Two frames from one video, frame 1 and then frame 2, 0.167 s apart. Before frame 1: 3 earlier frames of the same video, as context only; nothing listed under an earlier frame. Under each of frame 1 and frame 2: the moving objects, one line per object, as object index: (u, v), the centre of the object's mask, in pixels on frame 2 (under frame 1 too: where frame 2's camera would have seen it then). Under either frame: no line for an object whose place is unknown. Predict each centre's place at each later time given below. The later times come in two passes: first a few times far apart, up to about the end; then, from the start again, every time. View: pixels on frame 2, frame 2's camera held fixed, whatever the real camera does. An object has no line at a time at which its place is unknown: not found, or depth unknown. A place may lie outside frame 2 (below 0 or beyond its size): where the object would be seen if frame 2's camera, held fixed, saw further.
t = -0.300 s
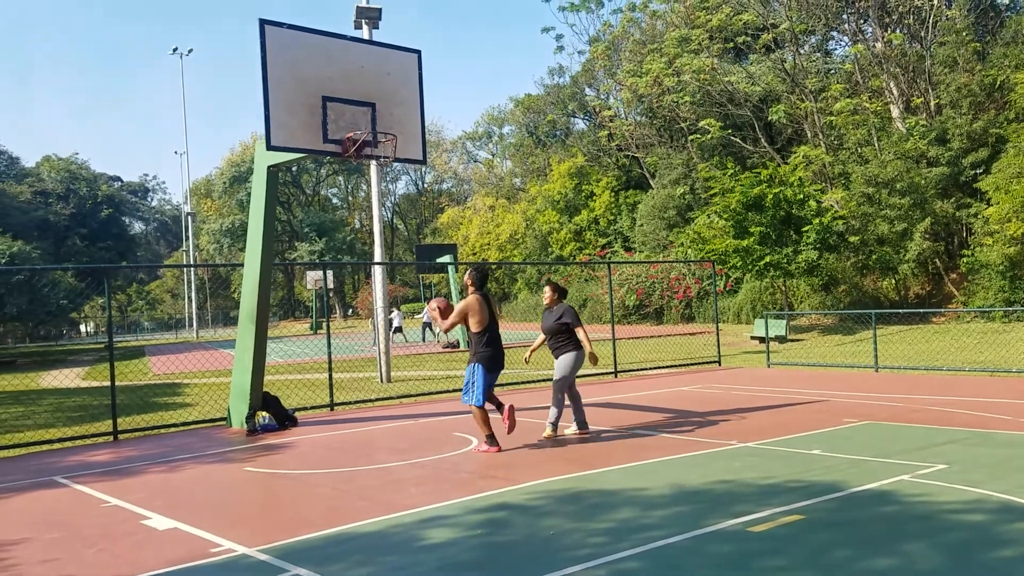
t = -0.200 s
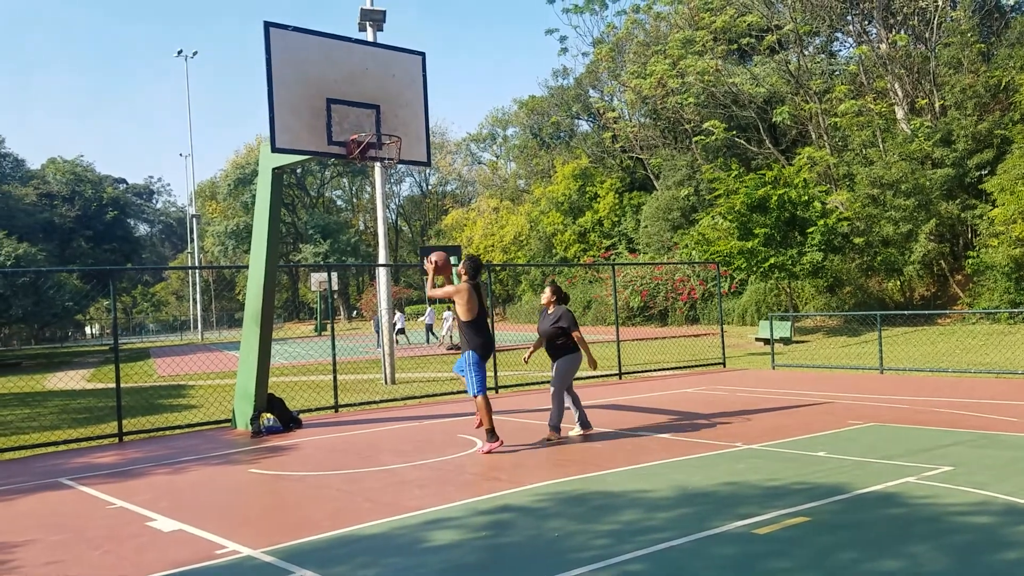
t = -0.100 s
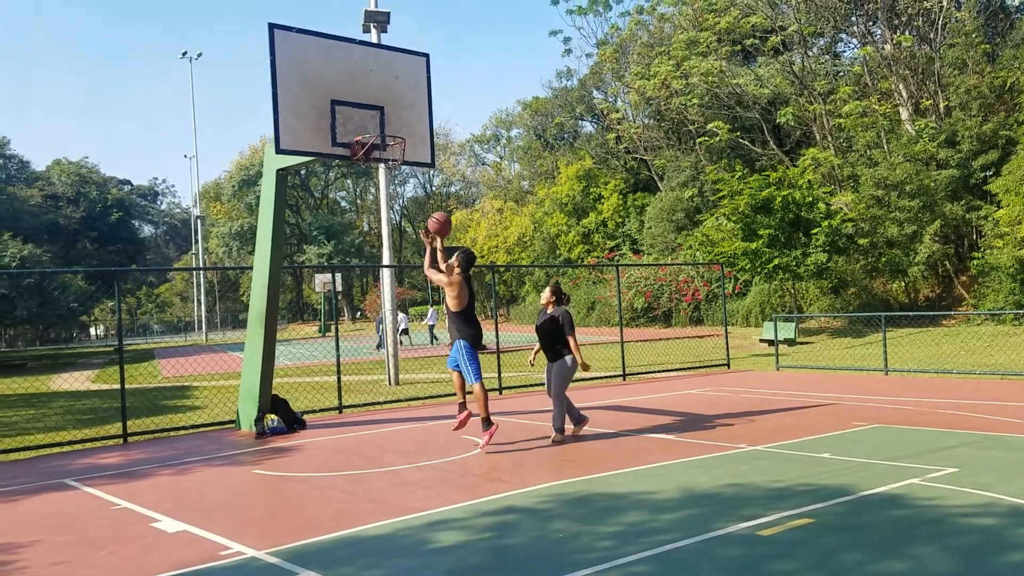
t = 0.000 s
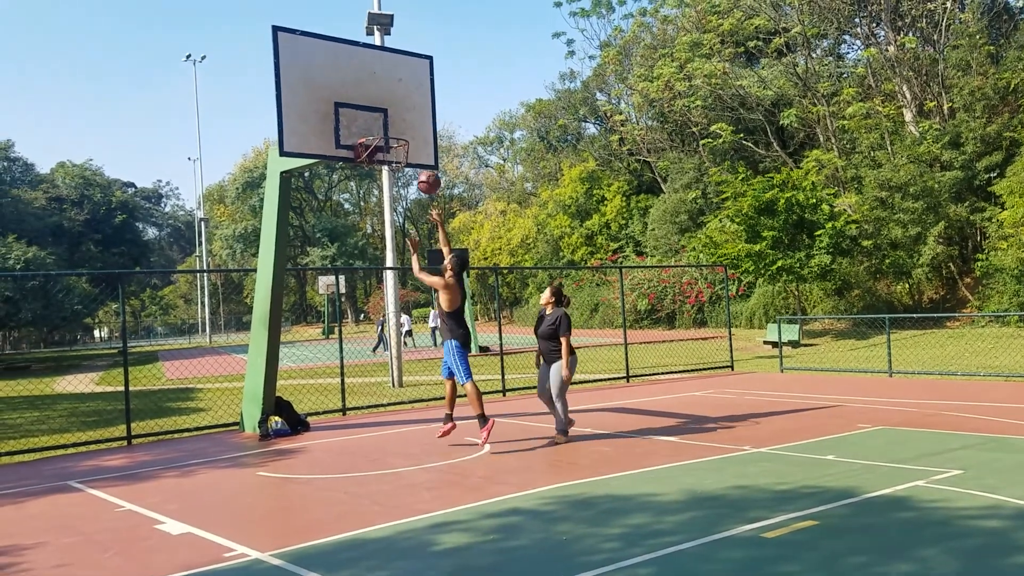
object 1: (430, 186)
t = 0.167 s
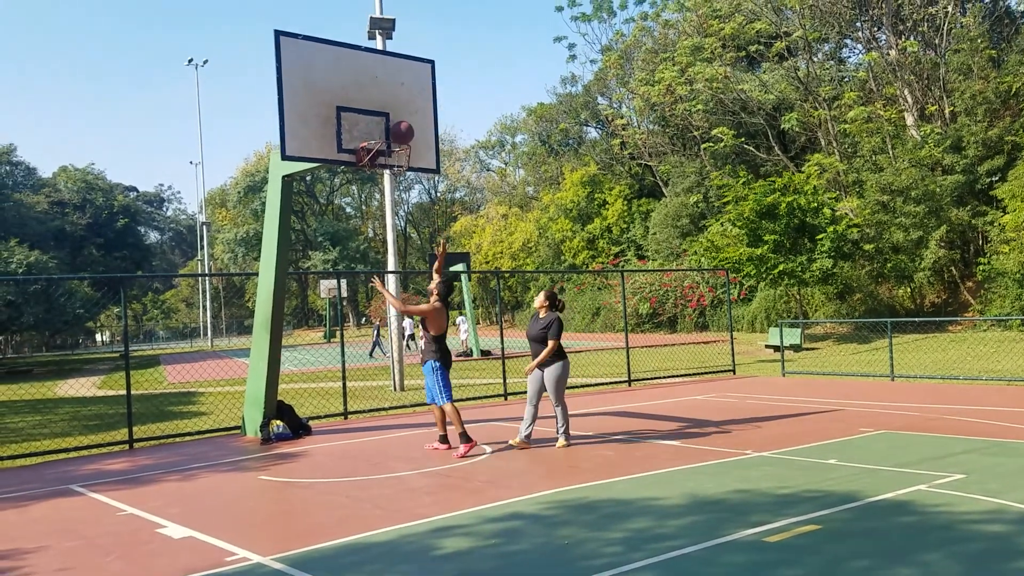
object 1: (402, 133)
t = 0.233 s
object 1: (396, 121)
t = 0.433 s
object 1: (393, 121)
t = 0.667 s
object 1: (392, 162)
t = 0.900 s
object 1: (395, 194)
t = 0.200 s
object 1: (397, 126)
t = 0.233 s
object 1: (396, 121)
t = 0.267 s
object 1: (396, 119)
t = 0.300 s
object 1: (395, 117)
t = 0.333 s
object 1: (394, 116)
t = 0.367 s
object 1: (394, 116)
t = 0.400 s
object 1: (393, 118)
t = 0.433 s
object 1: (393, 121)
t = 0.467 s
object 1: (393, 124)
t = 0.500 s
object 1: (392, 129)
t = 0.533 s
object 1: (392, 135)
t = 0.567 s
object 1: (392, 143)
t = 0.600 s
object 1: (392, 151)
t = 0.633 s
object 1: (392, 160)
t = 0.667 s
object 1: (392, 162)
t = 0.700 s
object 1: (393, 163)
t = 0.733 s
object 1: (392, 165)
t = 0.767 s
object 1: (392, 169)
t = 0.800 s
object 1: (393, 173)
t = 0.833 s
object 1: (394, 179)
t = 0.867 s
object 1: (394, 186)
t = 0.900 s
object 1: (395, 194)
